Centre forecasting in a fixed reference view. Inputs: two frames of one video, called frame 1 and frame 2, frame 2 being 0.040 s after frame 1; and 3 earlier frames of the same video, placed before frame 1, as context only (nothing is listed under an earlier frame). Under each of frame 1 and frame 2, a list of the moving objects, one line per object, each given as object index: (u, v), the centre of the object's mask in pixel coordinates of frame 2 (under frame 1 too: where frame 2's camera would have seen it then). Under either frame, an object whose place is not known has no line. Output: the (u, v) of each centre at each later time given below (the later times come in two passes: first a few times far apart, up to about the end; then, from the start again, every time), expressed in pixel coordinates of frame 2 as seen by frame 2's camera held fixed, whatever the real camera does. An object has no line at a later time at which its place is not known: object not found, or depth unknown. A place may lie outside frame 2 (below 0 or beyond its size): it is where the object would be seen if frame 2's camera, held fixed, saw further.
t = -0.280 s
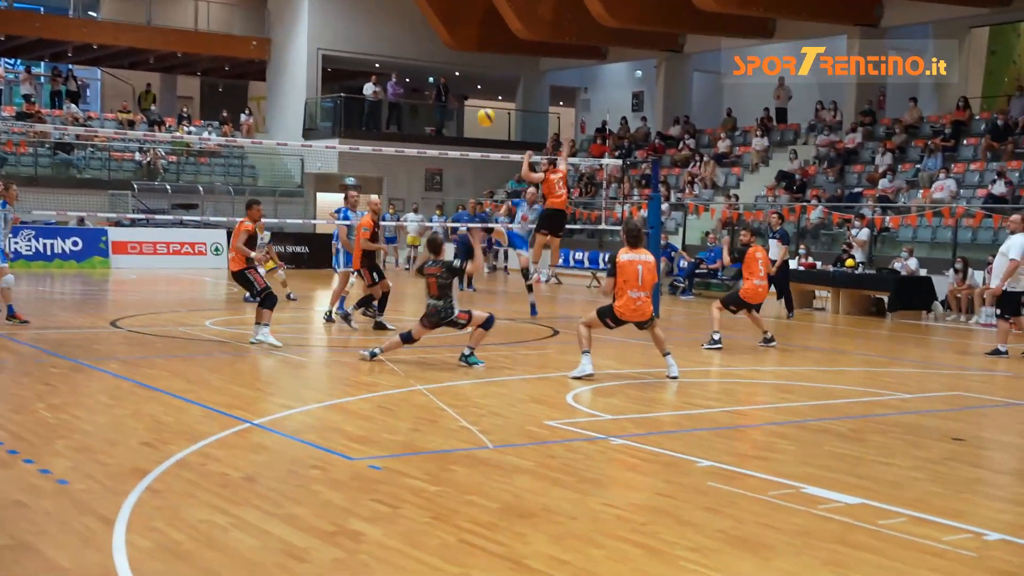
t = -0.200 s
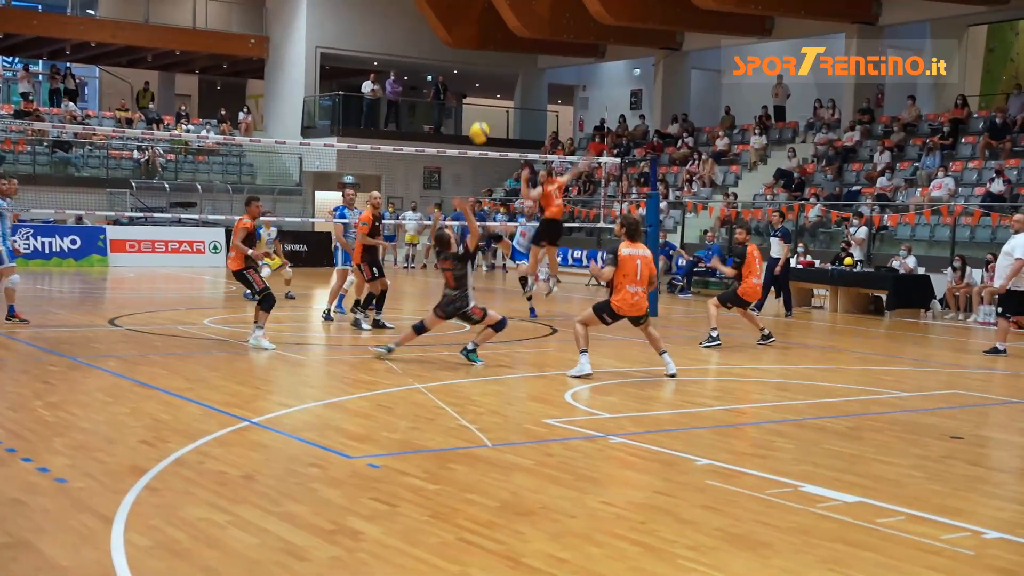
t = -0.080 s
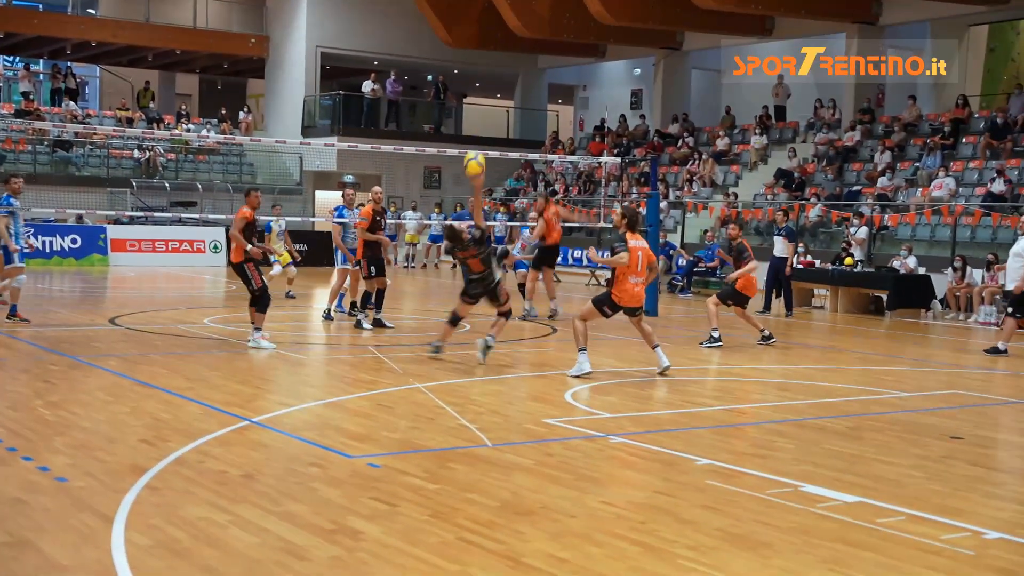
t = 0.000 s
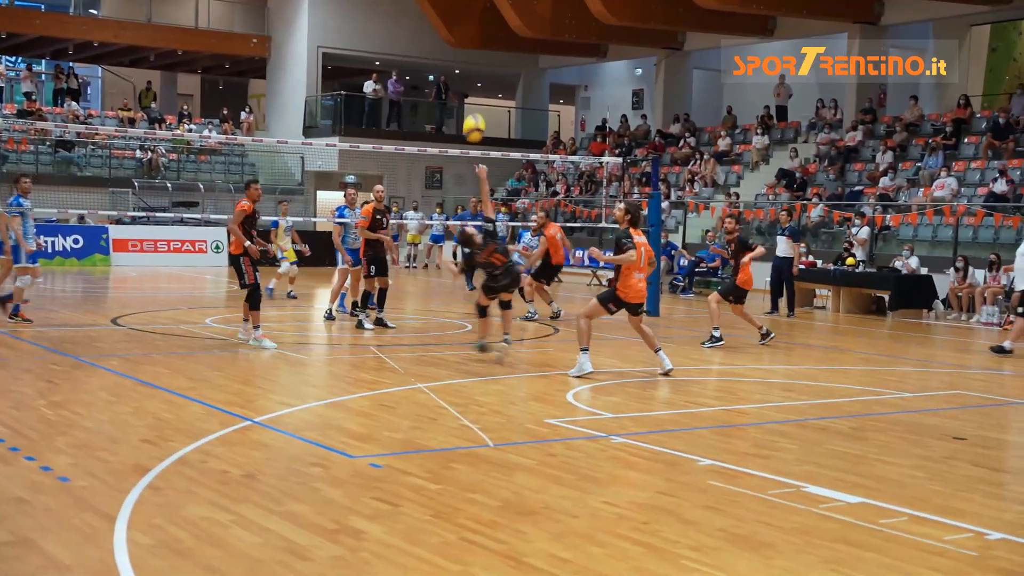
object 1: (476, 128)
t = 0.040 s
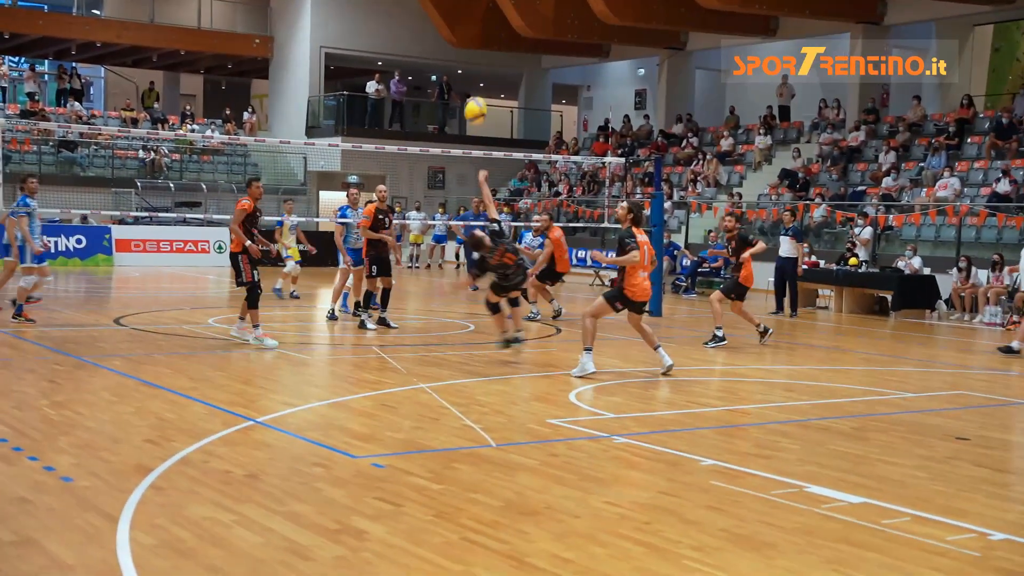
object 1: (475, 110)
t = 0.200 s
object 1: (472, 56)
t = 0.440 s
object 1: (469, 25)
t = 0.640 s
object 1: (468, 61)
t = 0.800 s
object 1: (467, 147)
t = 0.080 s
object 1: (474, 94)
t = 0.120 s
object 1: (473, 80)
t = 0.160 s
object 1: (473, 67)
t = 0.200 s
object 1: (472, 56)
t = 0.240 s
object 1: (471, 46)
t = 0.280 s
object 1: (471, 38)
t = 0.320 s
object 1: (470, 31)
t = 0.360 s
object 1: (470, 27)
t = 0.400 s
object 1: (469, 25)
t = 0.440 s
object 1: (469, 25)
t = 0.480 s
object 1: (468, 27)
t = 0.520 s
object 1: (468, 31)
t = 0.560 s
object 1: (468, 38)
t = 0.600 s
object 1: (468, 48)
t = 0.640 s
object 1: (468, 61)
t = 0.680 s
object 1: (468, 77)
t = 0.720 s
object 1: (467, 96)
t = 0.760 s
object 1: (468, 121)
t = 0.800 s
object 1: (467, 147)
